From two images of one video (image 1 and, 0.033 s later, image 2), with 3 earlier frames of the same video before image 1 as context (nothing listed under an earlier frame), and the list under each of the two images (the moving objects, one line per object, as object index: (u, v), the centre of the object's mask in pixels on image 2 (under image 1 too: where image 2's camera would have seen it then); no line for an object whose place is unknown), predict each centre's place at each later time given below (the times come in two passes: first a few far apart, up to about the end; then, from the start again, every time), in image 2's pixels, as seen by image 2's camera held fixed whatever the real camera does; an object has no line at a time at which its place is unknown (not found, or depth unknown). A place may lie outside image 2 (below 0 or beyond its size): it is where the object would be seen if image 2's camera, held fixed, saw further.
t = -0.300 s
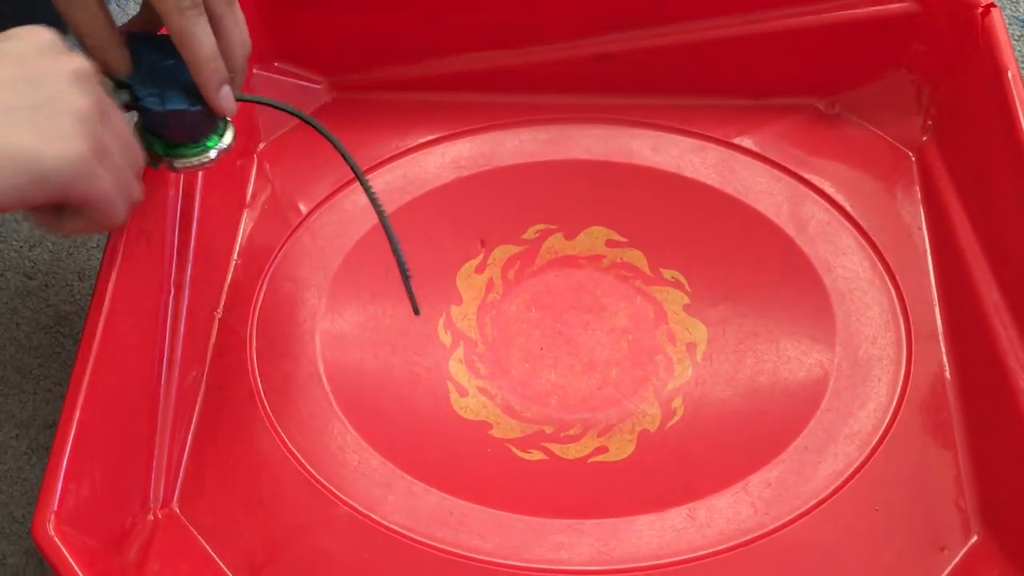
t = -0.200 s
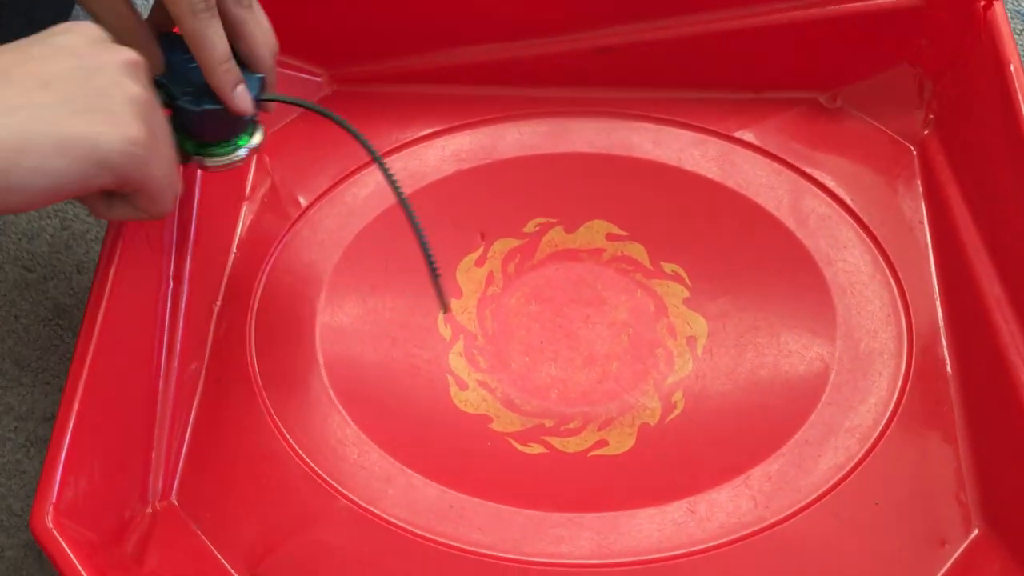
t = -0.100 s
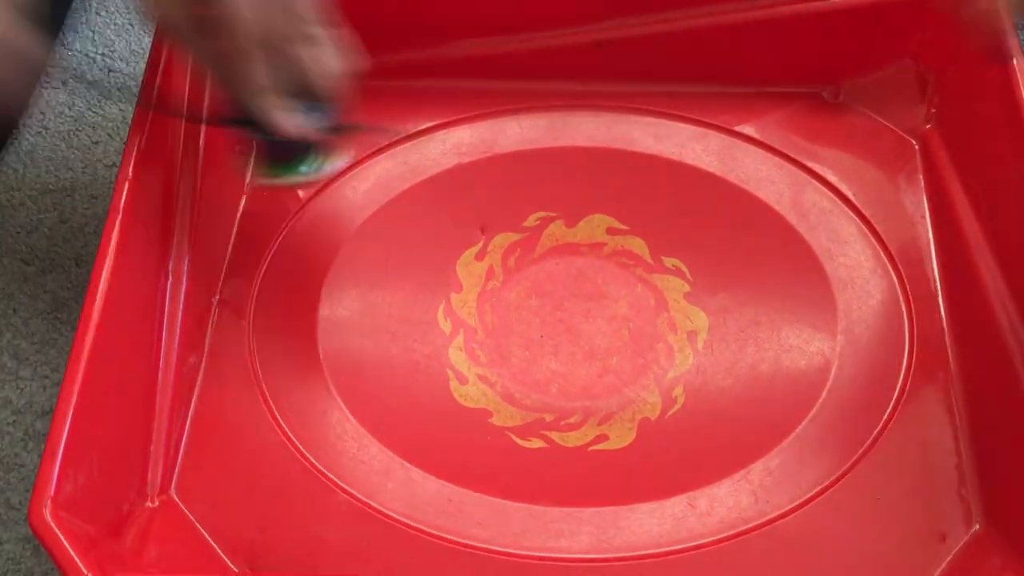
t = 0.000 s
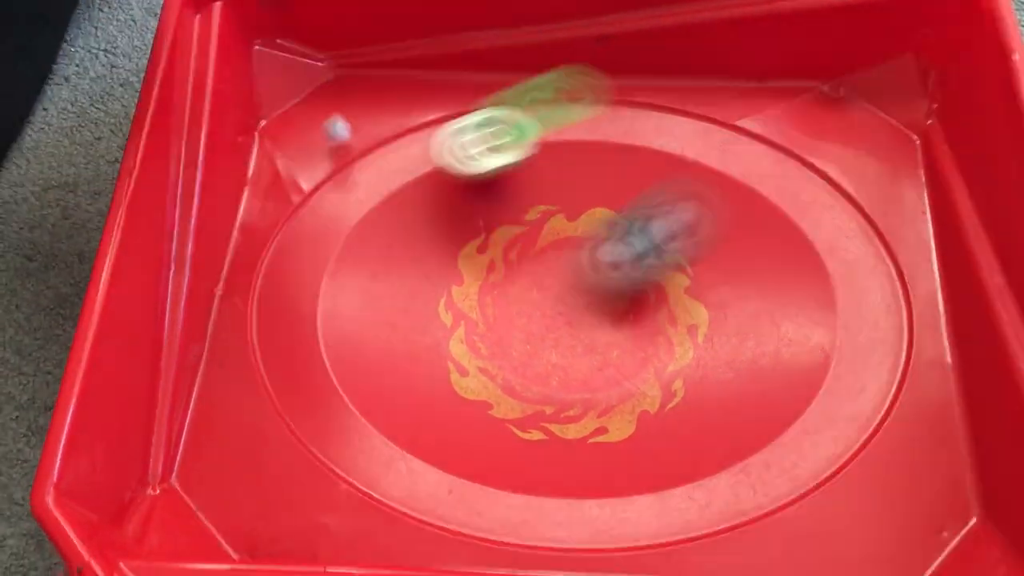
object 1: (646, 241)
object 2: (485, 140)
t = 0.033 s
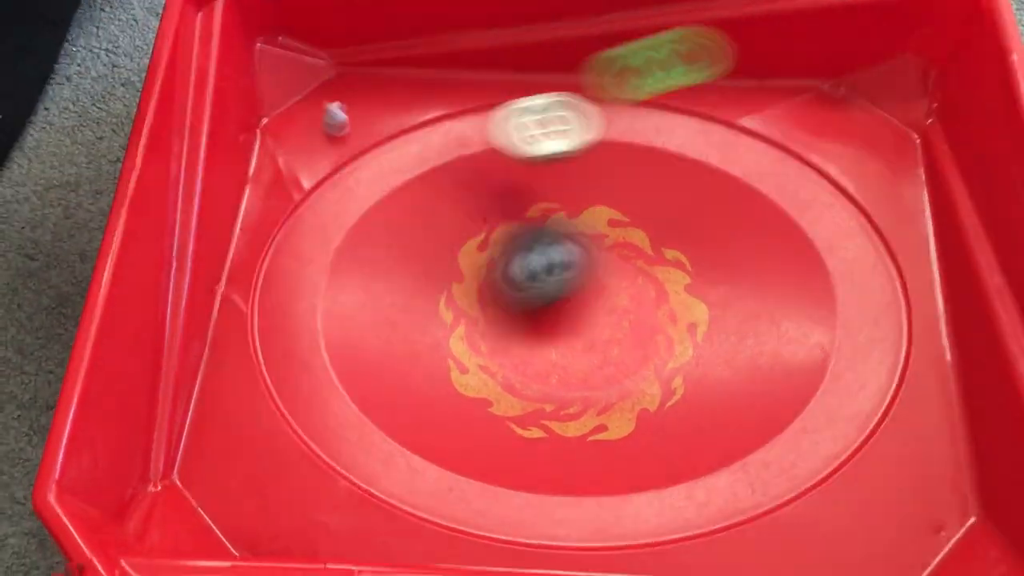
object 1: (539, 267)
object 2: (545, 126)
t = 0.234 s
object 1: (229, 359)
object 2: (861, 205)
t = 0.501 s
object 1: (259, 439)
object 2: (605, 396)
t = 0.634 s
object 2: (420, 407)
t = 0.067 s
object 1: (465, 296)
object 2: (607, 123)
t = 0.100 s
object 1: (394, 316)
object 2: (669, 133)
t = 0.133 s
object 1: (327, 332)
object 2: (728, 157)
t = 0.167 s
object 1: (255, 349)
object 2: (781, 190)
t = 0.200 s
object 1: (225, 357)
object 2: (827, 198)
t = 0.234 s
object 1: (229, 359)
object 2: (861, 205)
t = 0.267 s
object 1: (238, 371)
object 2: (891, 223)
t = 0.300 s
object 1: (254, 395)
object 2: (905, 253)
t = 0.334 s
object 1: (254, 403)
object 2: (871, 280)
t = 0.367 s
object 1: (256, 407)
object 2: (828, 303)
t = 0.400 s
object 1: (262, 419)
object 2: (778, 330)
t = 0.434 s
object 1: (262, 425)
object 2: (718, 356)
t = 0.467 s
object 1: (262, 432)
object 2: (661, 379)
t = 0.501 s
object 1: (259, 439)
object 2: (605, 396)
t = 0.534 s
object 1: (253, 448)
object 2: (550, 408)
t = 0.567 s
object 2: (500, 413)
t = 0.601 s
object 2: (455, 413)
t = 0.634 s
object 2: (420, 407)
